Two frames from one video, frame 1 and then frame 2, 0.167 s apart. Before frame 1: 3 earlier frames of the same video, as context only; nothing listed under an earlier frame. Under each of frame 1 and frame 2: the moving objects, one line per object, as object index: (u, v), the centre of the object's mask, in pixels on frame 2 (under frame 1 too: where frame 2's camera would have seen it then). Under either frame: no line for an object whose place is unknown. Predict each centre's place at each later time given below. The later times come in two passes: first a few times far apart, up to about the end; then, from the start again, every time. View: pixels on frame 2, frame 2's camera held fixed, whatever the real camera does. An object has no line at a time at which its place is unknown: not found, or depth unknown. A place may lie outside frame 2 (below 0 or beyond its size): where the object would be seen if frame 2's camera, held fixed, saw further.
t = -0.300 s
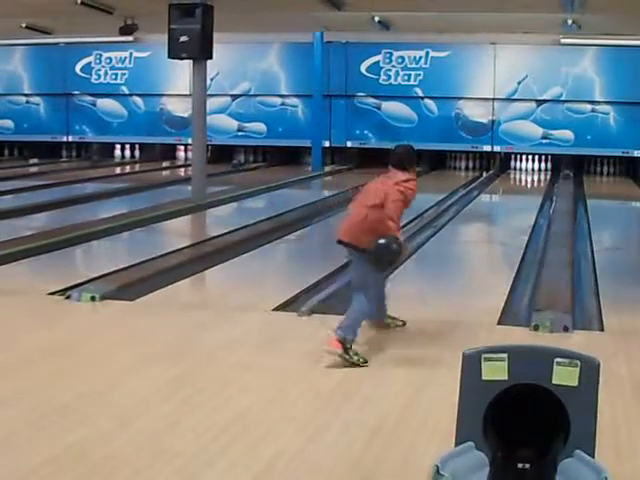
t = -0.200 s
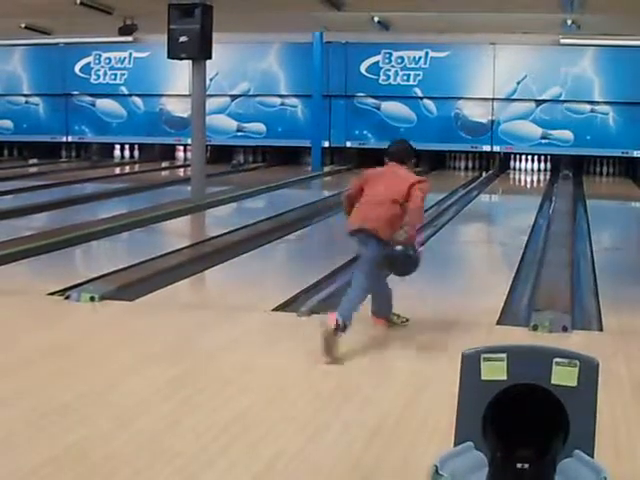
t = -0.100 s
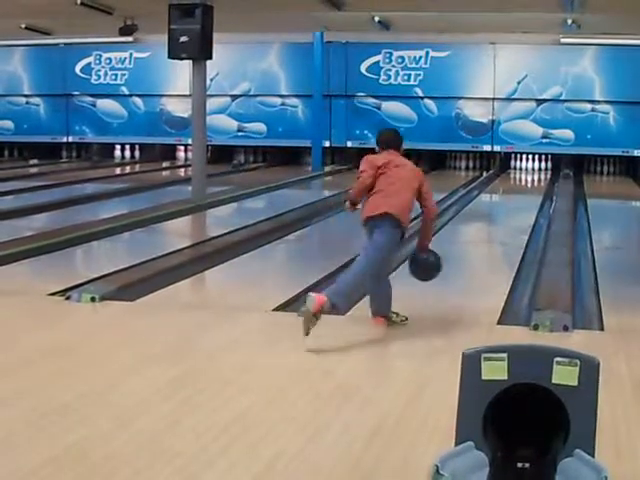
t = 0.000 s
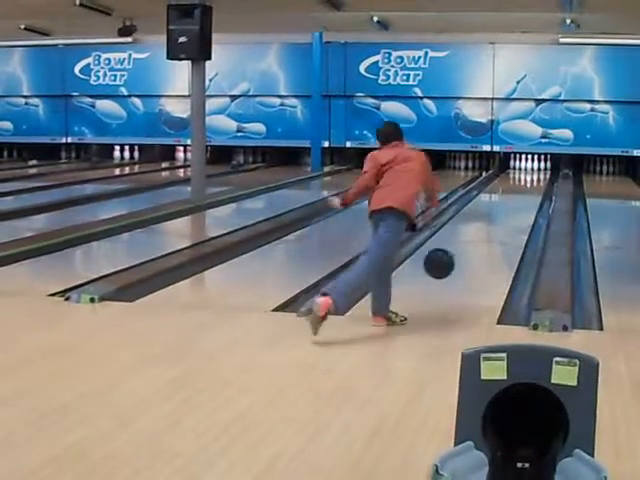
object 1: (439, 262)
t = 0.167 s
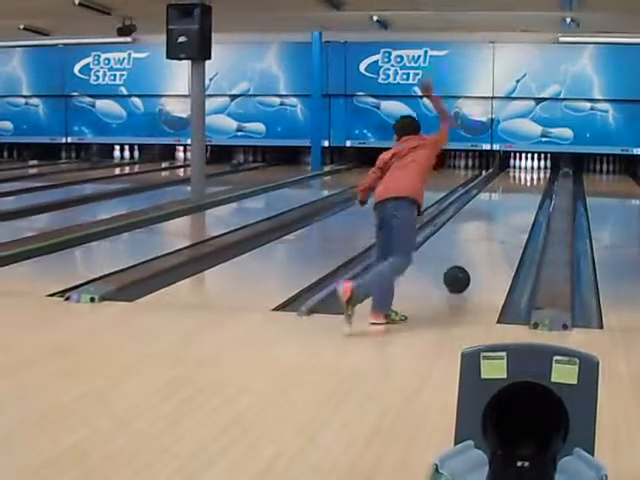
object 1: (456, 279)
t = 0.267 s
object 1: (465, 269)
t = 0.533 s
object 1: (485, 247)
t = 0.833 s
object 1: (501, 228)
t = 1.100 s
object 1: (512, 215)
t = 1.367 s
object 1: (521, 206)
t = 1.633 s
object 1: (528, 198)
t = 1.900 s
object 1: (535, 191)
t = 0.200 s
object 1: (459, 275)
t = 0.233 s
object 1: (462, 272)
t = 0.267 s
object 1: (465, 269)
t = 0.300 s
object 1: (468, 266)
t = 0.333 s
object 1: (471, 262)
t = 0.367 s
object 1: (474, 259)
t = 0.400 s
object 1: (476, 257)
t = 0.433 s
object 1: (479, 254)
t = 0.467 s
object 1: (481, 252)
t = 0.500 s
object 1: (483, 249)
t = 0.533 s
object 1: (485, 247)
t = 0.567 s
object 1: (487, 244)
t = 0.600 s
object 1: (489, 242)
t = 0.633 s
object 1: (491, 240)
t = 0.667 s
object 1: (493, 238)
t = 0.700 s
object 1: (495, 236)
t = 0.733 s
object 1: (496, 234)
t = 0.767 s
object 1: (498, 232)
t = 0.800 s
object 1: (500, 230)
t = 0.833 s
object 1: (501, 228)
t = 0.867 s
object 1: (503, 226)
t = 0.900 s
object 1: (504, 225)
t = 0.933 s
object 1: (506, 223)
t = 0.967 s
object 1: (507, 221)
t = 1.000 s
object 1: (508, 220)
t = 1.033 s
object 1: (510, 218)
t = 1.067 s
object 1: (511, 217)
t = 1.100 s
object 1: (512, 215)
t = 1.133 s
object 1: (513, 214)
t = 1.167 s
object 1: (514, 213)
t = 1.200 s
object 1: (516, 211)
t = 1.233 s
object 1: (517, 210)
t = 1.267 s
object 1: (518, 209)
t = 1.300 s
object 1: (519, 208)
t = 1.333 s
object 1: (520, 207)
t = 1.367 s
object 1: (521, 206)
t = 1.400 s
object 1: (522, 204)
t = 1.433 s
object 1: (523, 203)
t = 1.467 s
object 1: (524, 202)
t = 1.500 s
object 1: (525, 201)
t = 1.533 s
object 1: (525, 201)
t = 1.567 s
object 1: (527, 199)
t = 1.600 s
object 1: (528, 199)
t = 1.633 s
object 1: (528, 198)
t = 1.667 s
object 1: (529, 197)
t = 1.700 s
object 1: (529, 196)
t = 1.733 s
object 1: (530, 196)
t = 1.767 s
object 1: (531, 195)
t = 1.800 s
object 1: (532, 194)
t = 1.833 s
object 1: (533, 193)
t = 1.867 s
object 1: (533, 193)
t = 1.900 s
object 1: (535, 191)
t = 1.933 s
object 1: (535, 191)
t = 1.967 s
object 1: (536, 190)
